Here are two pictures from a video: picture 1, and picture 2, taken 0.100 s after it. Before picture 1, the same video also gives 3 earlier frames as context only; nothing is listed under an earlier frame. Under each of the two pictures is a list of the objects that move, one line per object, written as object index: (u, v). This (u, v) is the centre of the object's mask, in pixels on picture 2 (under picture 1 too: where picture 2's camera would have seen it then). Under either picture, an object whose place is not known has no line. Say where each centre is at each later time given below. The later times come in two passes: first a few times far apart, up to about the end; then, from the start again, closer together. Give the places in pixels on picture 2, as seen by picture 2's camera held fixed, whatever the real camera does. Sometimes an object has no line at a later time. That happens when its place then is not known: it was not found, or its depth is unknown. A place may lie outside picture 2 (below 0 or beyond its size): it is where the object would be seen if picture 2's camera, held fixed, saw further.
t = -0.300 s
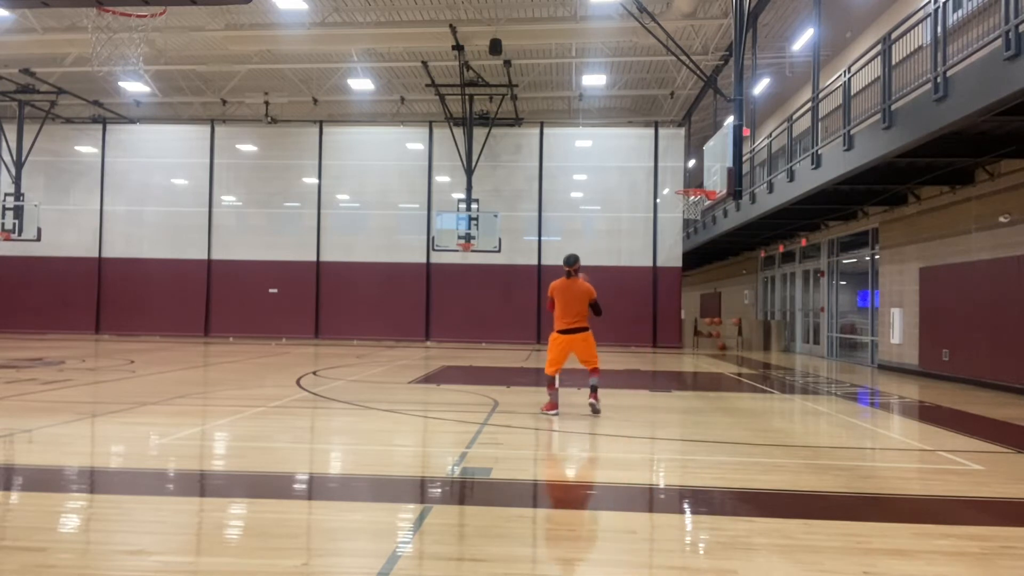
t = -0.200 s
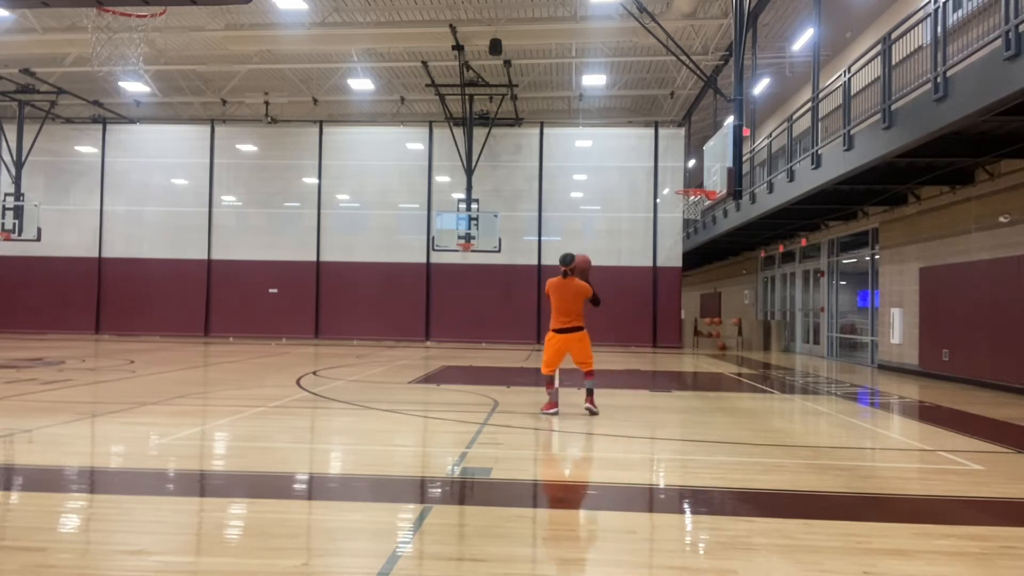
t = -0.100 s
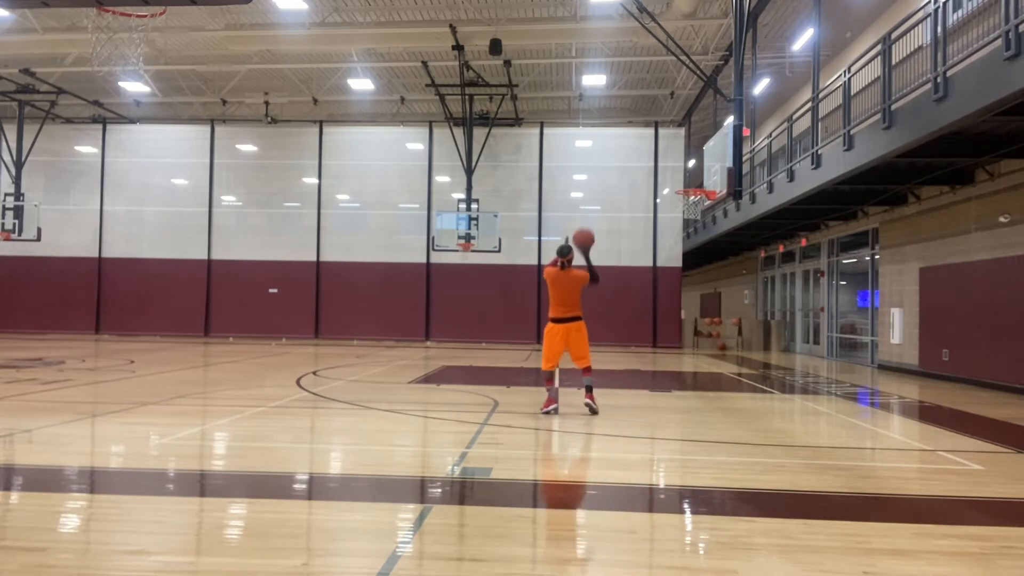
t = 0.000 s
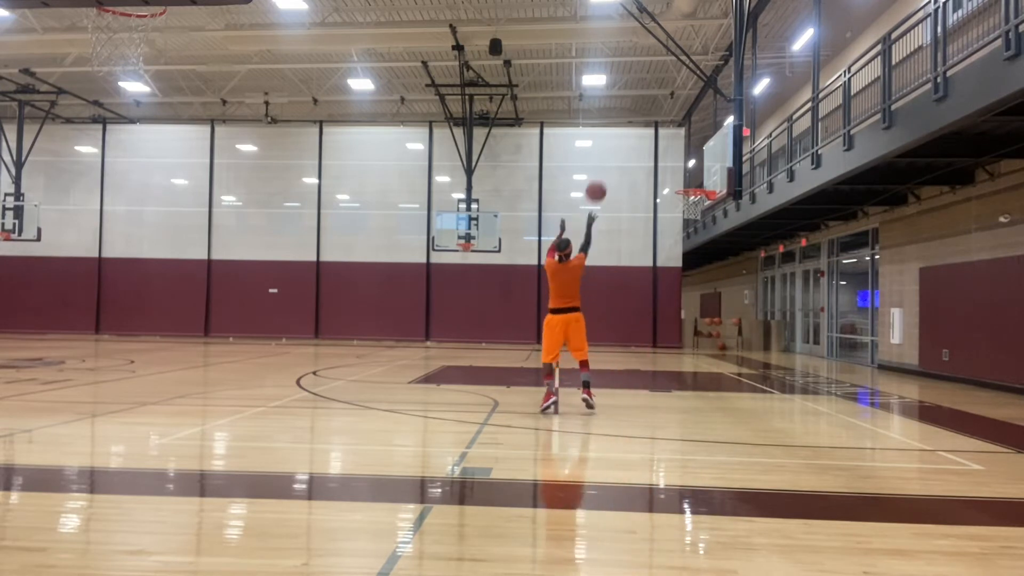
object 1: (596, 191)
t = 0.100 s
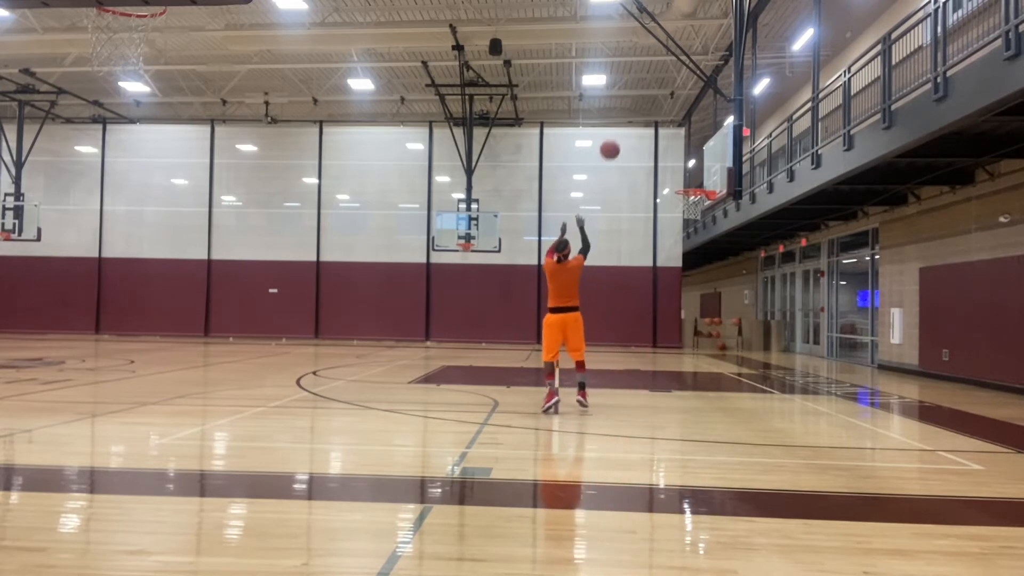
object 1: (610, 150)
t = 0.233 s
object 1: (626, 112)
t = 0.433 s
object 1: (647, 88)
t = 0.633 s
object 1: (665, 94)
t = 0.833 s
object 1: (679, 123)
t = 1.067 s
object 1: (692, 182)
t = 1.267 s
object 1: (698, 174)
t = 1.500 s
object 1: (688, 177)
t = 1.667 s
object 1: (670, 199)
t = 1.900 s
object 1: (644, 256)
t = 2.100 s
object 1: (623, 323)
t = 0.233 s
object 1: (626, 112)
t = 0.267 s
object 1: (630, 105)
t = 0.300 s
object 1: (634, 100)
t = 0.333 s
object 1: (637, 96)
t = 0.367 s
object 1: (641, 92)
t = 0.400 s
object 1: (644, 90)
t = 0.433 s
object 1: (647, 88)
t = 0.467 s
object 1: (650, 87)
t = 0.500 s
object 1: (653, 87)
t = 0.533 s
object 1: (656, 88)
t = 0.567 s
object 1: (659, 89)
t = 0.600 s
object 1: (662, 91)
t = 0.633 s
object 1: (665, 94)
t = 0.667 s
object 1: (667, 97)
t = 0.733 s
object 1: (673, 106)
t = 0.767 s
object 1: (674, 111)
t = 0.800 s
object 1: (676, 116)
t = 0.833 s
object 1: (679, 123)
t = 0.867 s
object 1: (681, 131)
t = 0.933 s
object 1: (685, 146)
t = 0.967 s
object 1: (687, 154)
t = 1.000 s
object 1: (690, 163)
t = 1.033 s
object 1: (692, 173)
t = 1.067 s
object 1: (692, 182)
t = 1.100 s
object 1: (693, 186)
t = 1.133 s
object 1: (688, 186)
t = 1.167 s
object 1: (686, 185)
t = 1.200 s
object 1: (691, 182)
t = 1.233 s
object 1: (692, 180)
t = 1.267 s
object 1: (698, 174)
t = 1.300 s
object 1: (700, 173)
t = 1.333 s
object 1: (706, 170)
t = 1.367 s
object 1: (704, 170)
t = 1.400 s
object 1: (699, 171)
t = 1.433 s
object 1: (695, 172)
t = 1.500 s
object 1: (688, 177)
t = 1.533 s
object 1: (684, 181)
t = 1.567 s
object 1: (680, 184)
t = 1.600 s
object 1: (677, 188)
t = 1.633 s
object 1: (674, 194)
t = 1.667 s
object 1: (670, 199)
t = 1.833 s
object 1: (652, 237)
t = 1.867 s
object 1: (648, 246)
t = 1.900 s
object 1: (644, 256)
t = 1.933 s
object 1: (641, 266)
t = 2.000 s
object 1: (633, 287)
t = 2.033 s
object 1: (630, 298)
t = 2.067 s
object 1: (626, 311)
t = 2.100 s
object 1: (623, 323)
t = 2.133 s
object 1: (619, 337)
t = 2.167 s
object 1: (616, 352)
